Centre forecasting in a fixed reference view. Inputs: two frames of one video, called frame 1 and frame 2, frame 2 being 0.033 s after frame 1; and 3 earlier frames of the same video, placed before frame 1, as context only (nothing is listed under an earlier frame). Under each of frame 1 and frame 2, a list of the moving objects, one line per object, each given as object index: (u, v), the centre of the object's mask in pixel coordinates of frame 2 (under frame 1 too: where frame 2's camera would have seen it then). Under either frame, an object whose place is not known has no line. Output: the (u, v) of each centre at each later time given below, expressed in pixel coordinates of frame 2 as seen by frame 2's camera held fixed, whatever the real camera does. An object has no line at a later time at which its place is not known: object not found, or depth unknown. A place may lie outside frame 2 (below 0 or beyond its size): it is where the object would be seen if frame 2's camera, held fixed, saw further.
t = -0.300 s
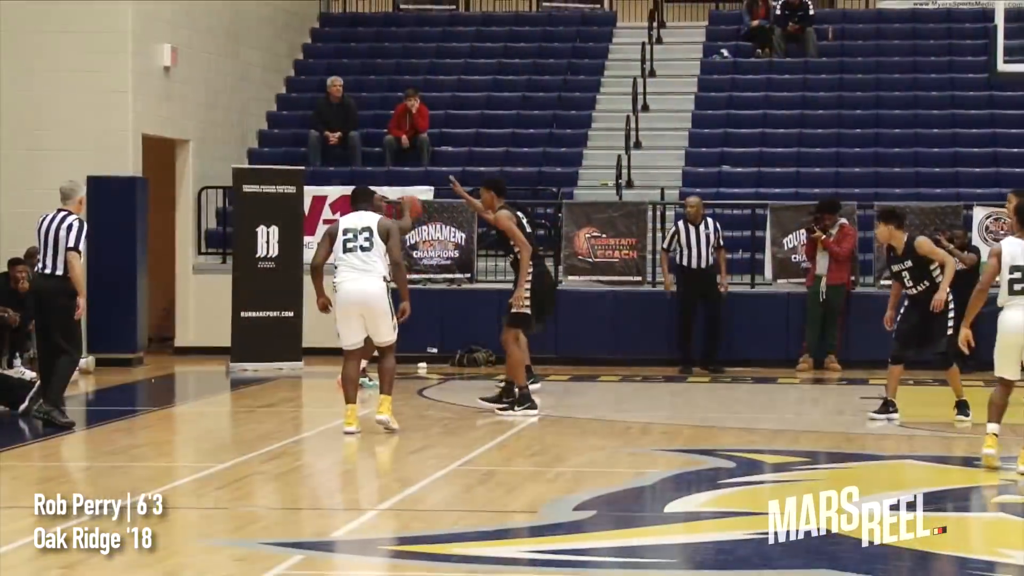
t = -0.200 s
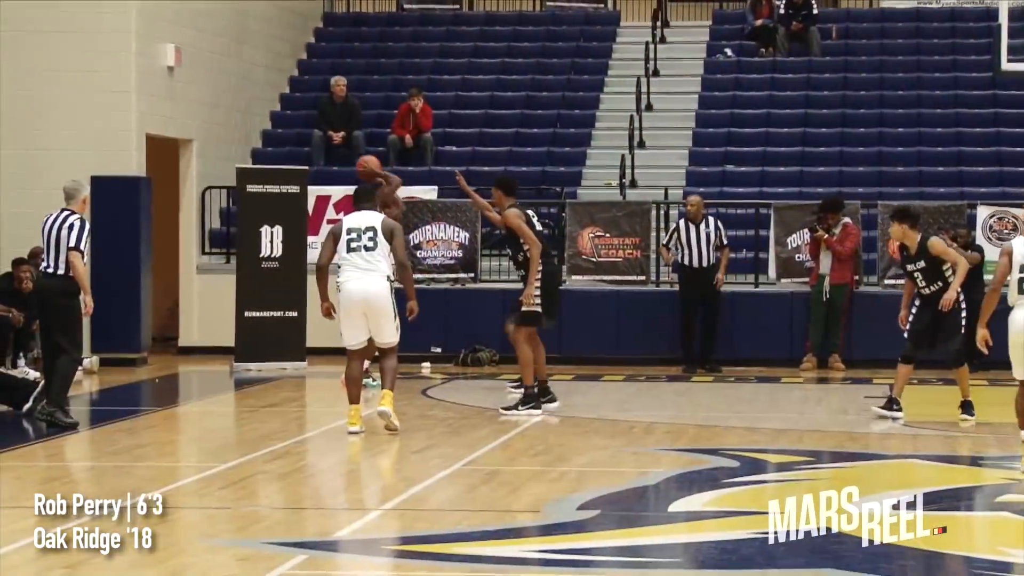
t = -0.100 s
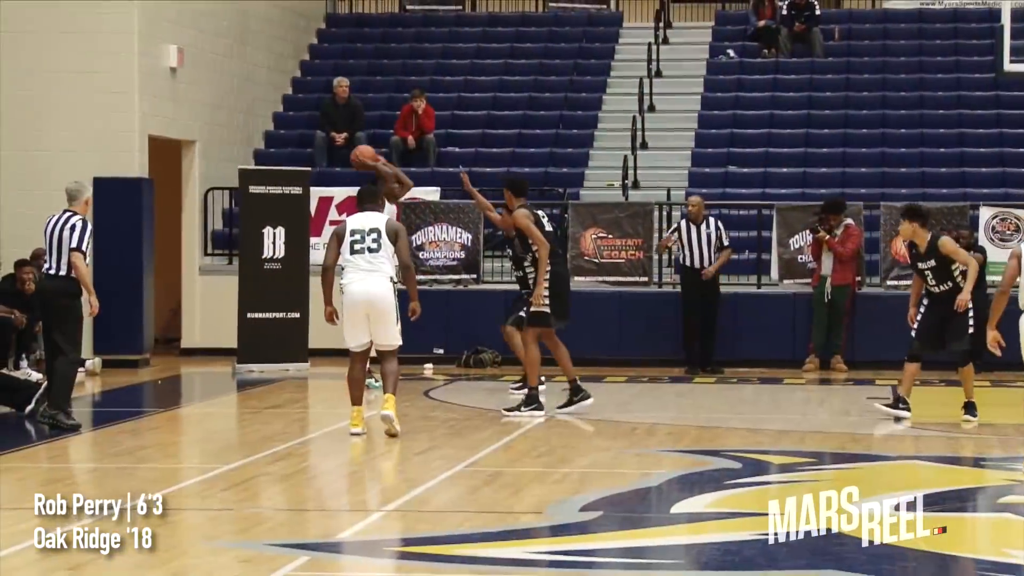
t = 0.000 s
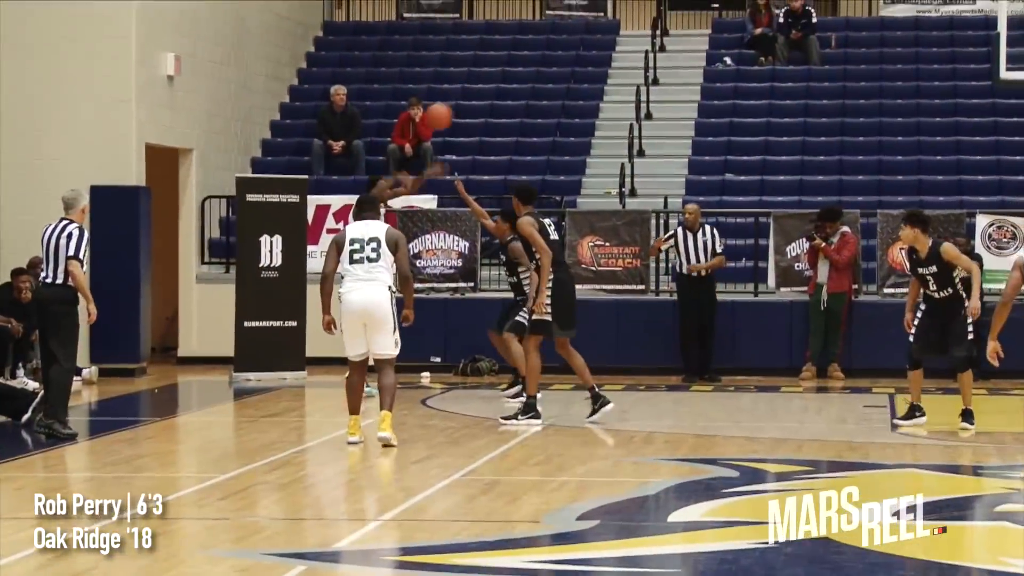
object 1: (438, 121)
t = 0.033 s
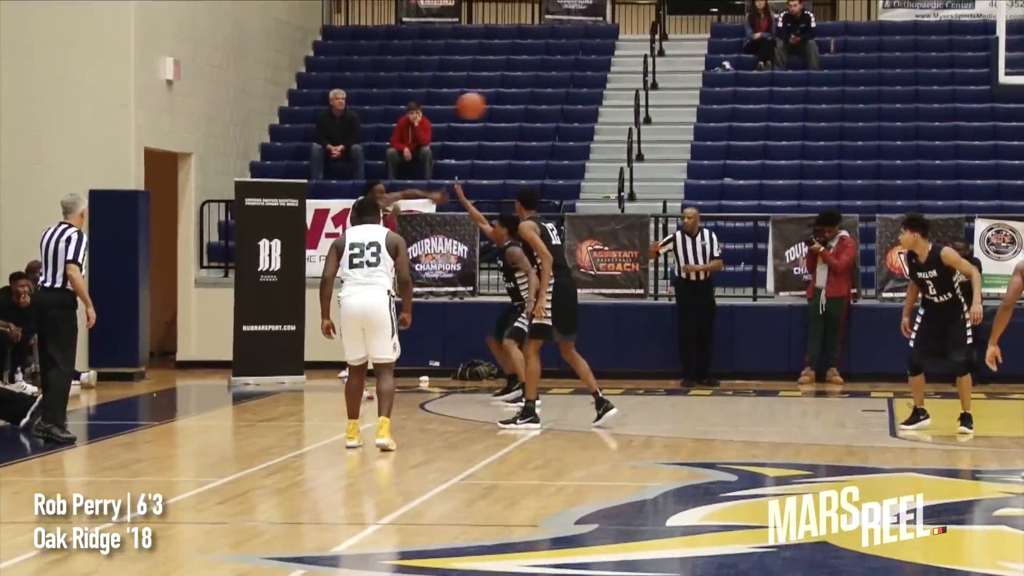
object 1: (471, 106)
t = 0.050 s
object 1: (488, 98)
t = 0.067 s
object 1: (505, 92)
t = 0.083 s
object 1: (522, 86)
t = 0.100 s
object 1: (539, 79)
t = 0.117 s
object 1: (556, 74)
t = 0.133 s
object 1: (574, 67)
